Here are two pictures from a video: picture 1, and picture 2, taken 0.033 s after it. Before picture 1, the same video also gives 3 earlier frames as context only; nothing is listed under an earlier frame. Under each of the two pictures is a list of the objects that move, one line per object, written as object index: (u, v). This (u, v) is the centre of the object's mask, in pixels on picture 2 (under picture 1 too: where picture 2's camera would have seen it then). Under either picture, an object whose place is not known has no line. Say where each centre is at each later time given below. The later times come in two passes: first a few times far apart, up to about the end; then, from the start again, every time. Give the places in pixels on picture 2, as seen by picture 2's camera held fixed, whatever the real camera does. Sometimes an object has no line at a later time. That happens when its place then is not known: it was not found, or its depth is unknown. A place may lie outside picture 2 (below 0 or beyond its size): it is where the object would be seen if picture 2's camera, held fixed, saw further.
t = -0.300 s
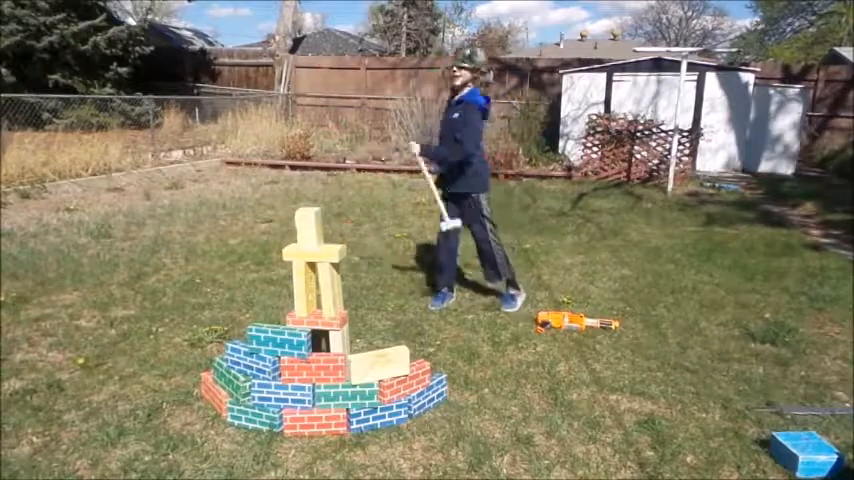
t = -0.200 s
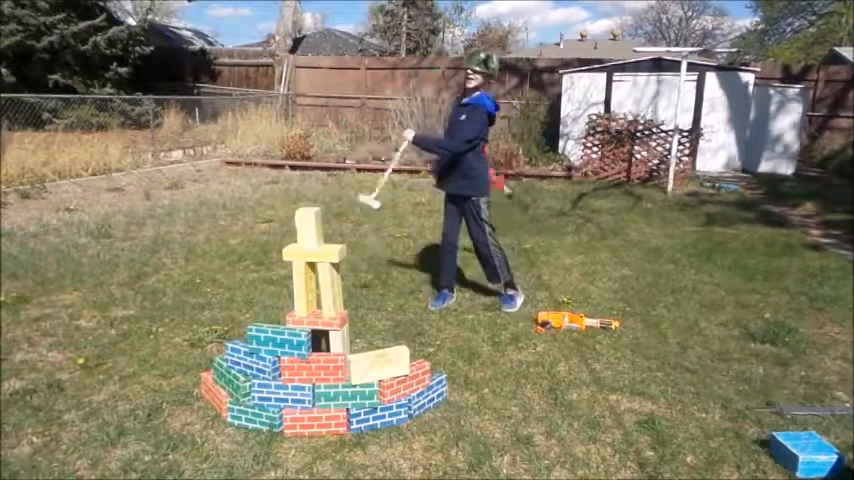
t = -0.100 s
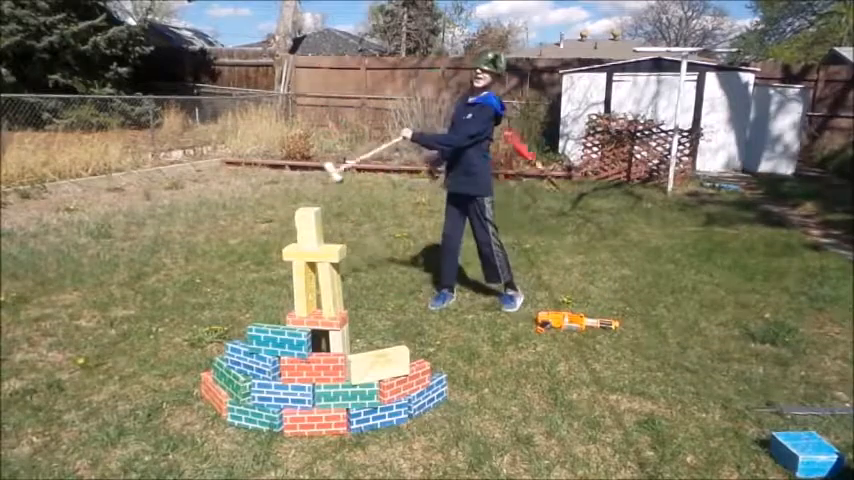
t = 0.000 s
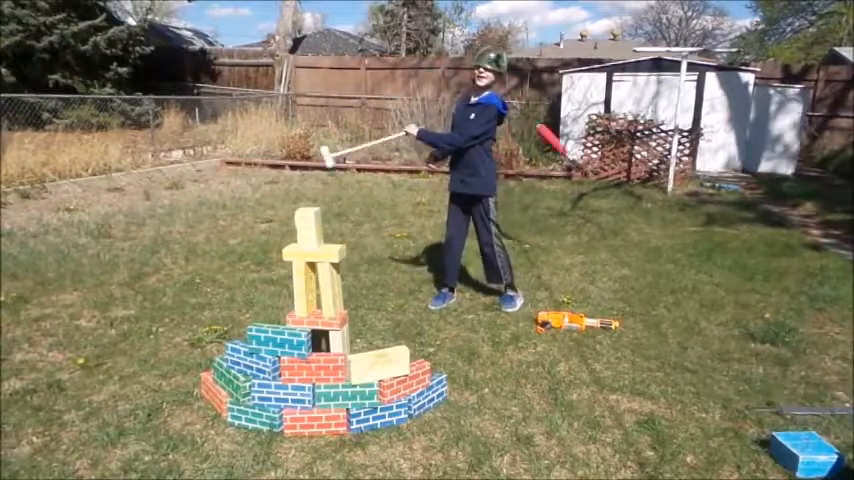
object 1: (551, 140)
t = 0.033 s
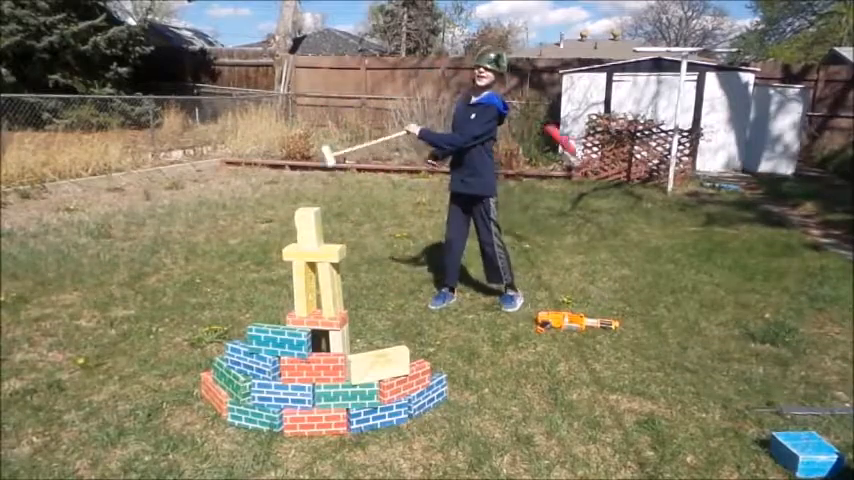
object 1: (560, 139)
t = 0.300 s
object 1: (640, 202)
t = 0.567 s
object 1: (683, 235)
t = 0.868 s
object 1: (721, 249)
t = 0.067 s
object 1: (571, 142)
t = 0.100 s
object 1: (581, 145)
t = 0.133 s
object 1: (588, 149)
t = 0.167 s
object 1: (598, 156)
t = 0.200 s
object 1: (608, 166)
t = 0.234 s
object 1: (618, 177)
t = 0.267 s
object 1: (629, 189)
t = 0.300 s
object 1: (640, 202)
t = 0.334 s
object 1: (641, 213)
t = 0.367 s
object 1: (652, 228)
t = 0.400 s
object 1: (657, 241)
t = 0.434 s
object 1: (659, 252)
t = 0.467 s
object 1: (668, 251)
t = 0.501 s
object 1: (672, 244)
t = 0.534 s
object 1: (678, 239)
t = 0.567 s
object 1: (683, 235)
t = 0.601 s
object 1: (688, 234)
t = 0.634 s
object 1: (694, 232)
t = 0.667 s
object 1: (693, 233)
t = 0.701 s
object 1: (707, 236)
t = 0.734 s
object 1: (708, 239)
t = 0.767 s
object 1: (708, 244)
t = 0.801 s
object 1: (719, 248)
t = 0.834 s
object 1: (720, 249)
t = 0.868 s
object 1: (721, 249)
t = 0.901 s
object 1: (722, 249)
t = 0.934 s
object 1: (721, 249)
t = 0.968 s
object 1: (721, 249)
